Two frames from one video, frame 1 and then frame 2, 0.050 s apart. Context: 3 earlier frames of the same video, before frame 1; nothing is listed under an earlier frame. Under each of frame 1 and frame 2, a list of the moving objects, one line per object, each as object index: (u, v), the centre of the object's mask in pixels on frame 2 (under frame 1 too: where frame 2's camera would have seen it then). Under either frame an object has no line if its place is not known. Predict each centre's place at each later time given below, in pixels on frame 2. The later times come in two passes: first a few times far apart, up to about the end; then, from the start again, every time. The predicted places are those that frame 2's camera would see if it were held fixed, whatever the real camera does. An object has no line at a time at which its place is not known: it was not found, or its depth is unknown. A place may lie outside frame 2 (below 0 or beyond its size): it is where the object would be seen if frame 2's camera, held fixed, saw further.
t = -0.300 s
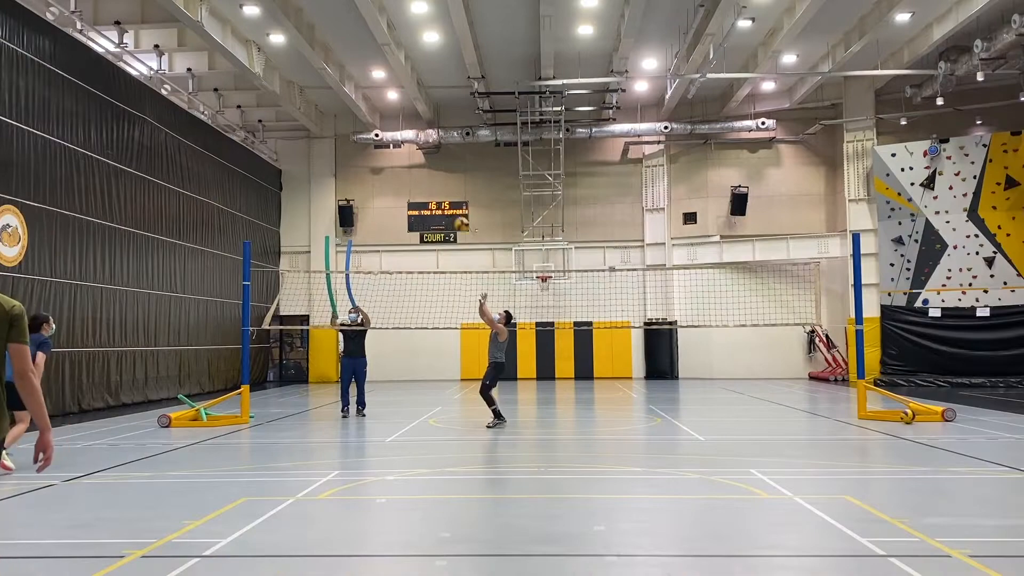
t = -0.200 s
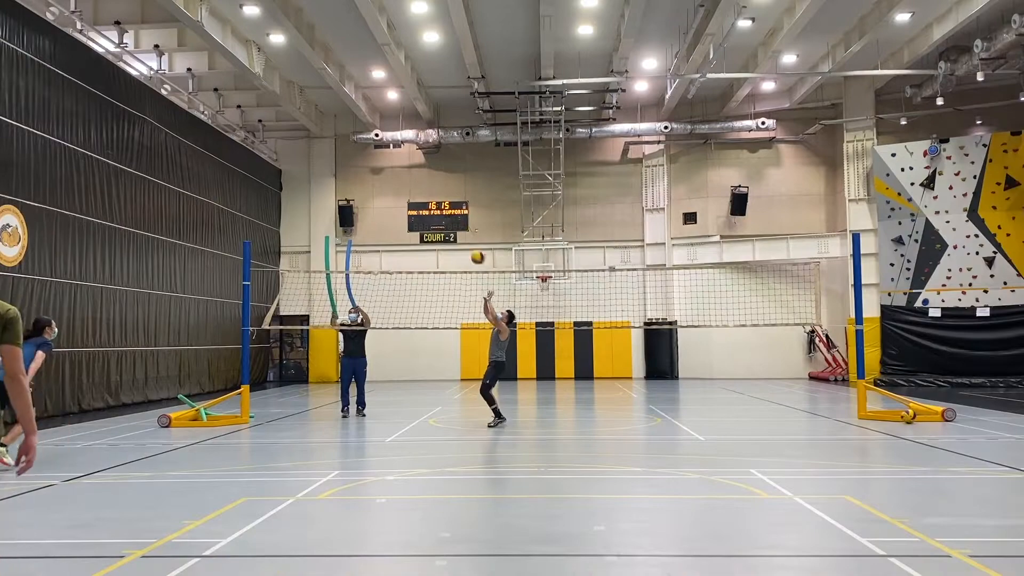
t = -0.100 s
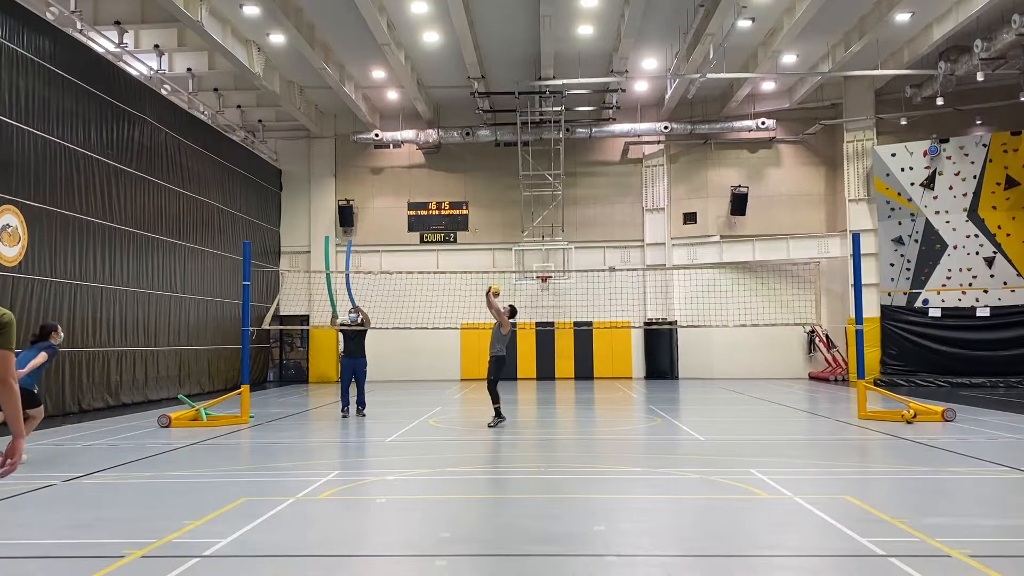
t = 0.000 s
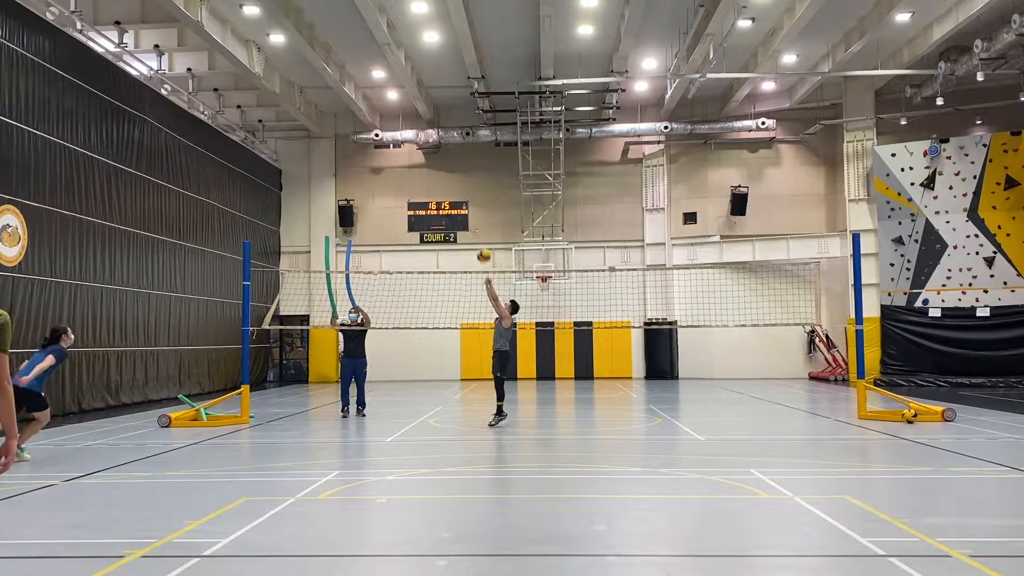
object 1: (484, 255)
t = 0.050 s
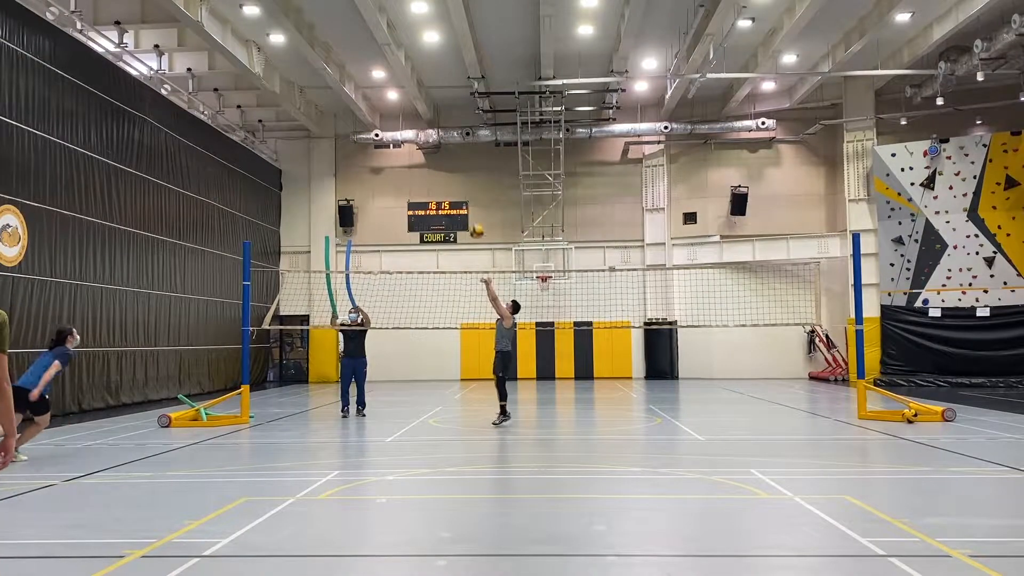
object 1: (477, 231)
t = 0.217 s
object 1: (453, 165)
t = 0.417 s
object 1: (427, 112)
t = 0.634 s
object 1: (399, 85)
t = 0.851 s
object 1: (372, 88)
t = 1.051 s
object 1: (349, 118)
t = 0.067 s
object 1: (475, 224)
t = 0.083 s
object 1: (472, 215)
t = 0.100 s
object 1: (469, 209)
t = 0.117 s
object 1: (467, 202)
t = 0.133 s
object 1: (465, 196)
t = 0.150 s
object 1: (463, 189)
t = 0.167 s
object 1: (460, 182)
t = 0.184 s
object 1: (458, 176)
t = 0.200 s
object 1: (456, 171)
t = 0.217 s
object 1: (453, 165)
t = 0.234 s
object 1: (451, 159)
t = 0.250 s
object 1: (449, 154)
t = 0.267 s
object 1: (447, 149)
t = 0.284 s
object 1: (445, 144)
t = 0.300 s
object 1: (442, 141)
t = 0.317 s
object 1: (440, 135)
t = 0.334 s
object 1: (437, 131)
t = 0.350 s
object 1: (435, 126)
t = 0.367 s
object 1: (433, 122)
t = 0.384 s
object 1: (432, 119)
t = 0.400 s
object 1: (429, 116)
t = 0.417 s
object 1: (427, 112)
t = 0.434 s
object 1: (425, 109)
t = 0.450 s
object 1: (423, 106)
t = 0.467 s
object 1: (420, 103)
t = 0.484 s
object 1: (418, 100)
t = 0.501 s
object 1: (416, 98)
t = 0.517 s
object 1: (414, 95)
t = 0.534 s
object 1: (412, 94)
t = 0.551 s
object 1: (410, 92)
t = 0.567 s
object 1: (408, 90)
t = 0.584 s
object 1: (405, 89)
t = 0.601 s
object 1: (403, 87)
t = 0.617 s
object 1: (401, 86)
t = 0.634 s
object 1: (399, 85)
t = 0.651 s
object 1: (398, 84)
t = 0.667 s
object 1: (396, 83)
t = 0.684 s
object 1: (394, 82)
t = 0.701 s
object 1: (391, 81)
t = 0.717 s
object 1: (389, 82)
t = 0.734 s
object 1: (387, 82)
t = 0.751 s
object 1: (385, 83)
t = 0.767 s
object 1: (383, 84)
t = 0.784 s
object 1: (381, 85)
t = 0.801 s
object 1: (378, 86)
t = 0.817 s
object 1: (376, 87)
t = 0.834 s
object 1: (374, 88)
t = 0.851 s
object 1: (372, 88)
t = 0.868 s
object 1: (370, 91)
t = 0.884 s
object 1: (368, 92)
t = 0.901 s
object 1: (366, 94)
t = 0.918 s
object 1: (365, 96)
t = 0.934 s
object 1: (362, 98)
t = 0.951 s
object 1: (360, 100)
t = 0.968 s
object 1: (359, 103)
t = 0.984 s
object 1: (356, 104)
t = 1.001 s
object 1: (354, 107)
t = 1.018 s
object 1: (352, 111)
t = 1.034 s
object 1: (350, 114)
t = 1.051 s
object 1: (349, 118)
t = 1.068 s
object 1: (347, 122)
